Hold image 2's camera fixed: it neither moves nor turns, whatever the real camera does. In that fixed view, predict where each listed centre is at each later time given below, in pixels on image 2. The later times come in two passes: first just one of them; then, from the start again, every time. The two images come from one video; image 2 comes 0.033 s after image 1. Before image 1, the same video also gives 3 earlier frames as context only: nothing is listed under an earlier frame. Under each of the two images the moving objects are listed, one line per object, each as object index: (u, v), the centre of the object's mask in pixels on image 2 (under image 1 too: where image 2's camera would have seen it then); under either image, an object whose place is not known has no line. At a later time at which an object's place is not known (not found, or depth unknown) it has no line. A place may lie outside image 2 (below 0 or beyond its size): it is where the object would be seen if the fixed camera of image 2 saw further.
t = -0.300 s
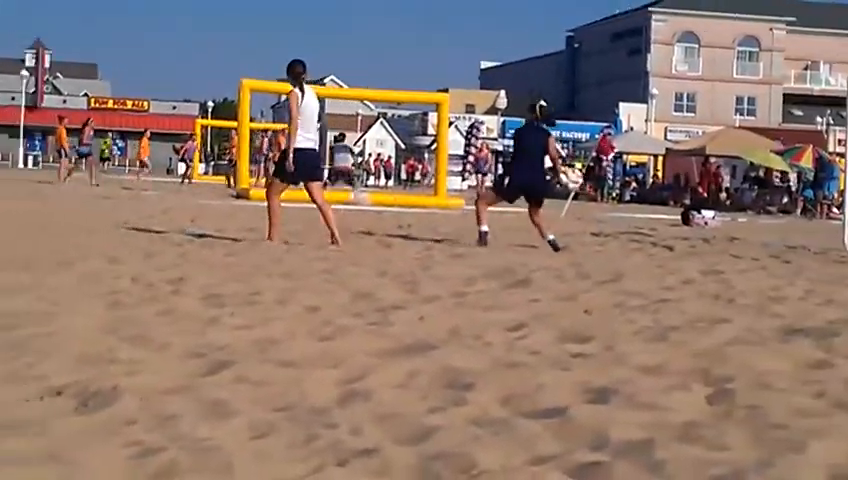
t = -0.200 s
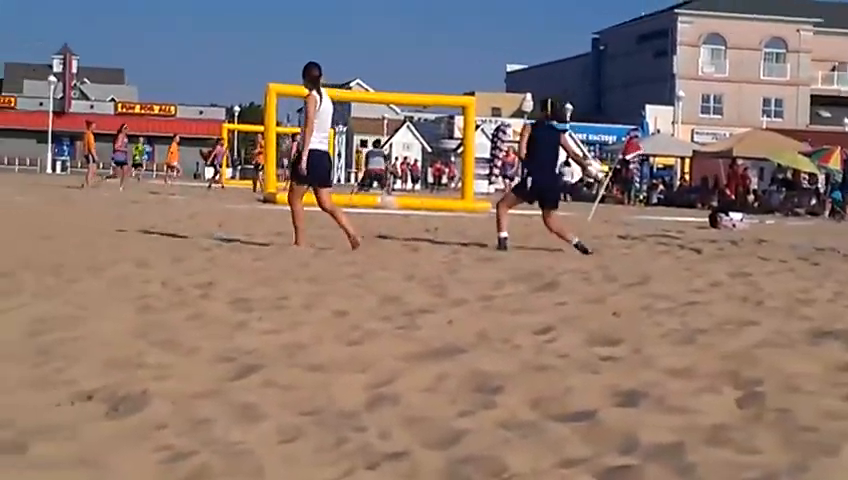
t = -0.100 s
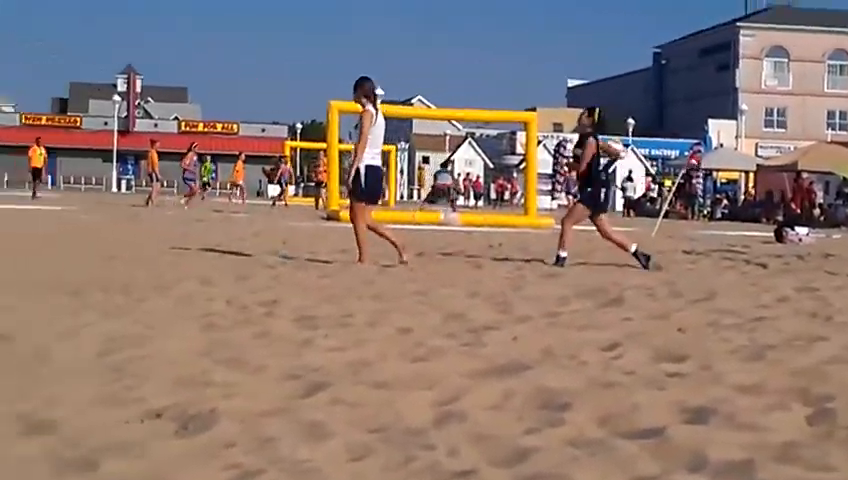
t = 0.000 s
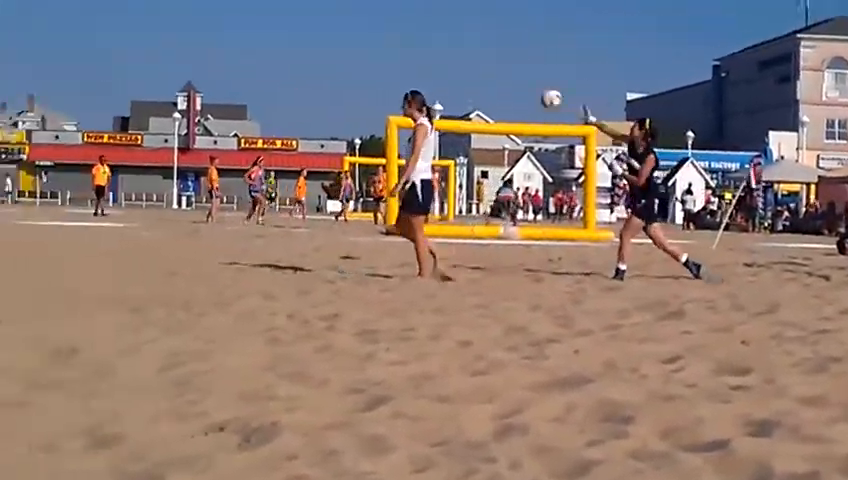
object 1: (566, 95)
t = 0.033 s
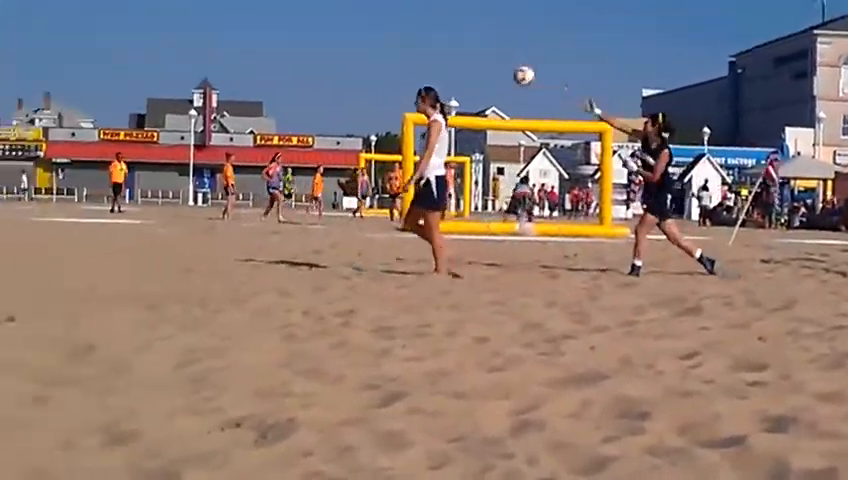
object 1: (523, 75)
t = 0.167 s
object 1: (361, 14)
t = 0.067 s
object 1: (482, 59)
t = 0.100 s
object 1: (441, 42)
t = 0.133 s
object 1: (401, 28)
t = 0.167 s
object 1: (361, 14)
